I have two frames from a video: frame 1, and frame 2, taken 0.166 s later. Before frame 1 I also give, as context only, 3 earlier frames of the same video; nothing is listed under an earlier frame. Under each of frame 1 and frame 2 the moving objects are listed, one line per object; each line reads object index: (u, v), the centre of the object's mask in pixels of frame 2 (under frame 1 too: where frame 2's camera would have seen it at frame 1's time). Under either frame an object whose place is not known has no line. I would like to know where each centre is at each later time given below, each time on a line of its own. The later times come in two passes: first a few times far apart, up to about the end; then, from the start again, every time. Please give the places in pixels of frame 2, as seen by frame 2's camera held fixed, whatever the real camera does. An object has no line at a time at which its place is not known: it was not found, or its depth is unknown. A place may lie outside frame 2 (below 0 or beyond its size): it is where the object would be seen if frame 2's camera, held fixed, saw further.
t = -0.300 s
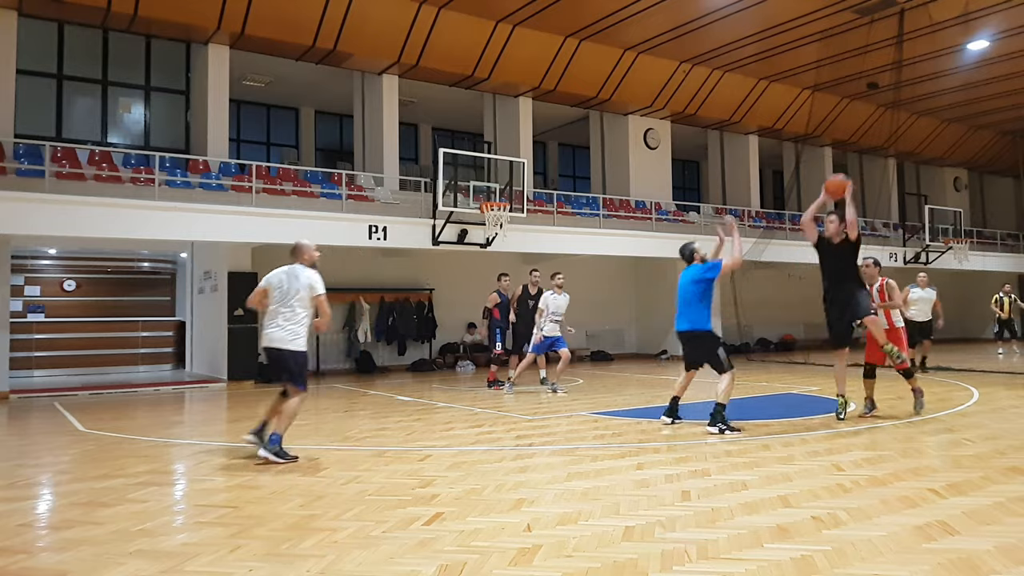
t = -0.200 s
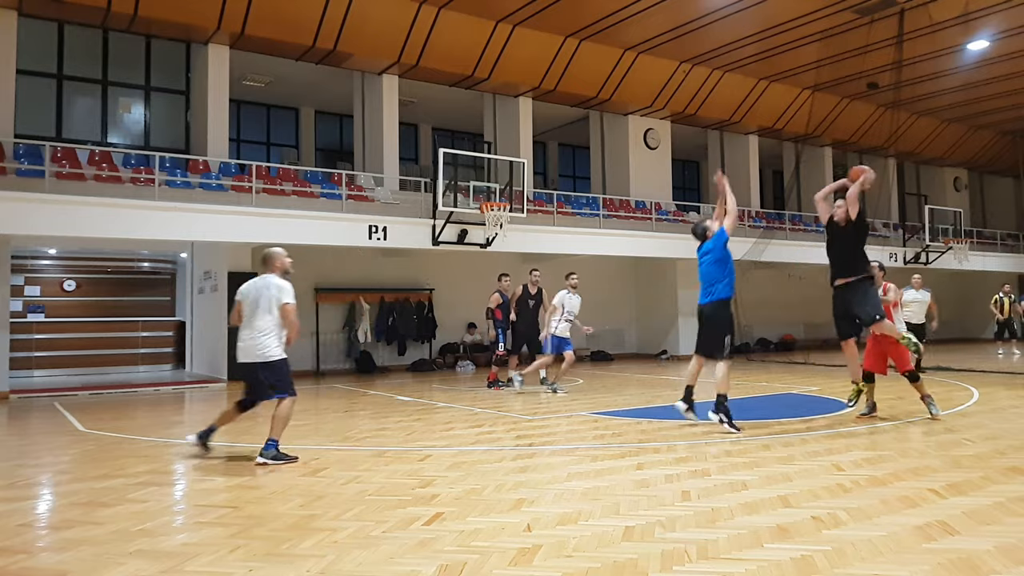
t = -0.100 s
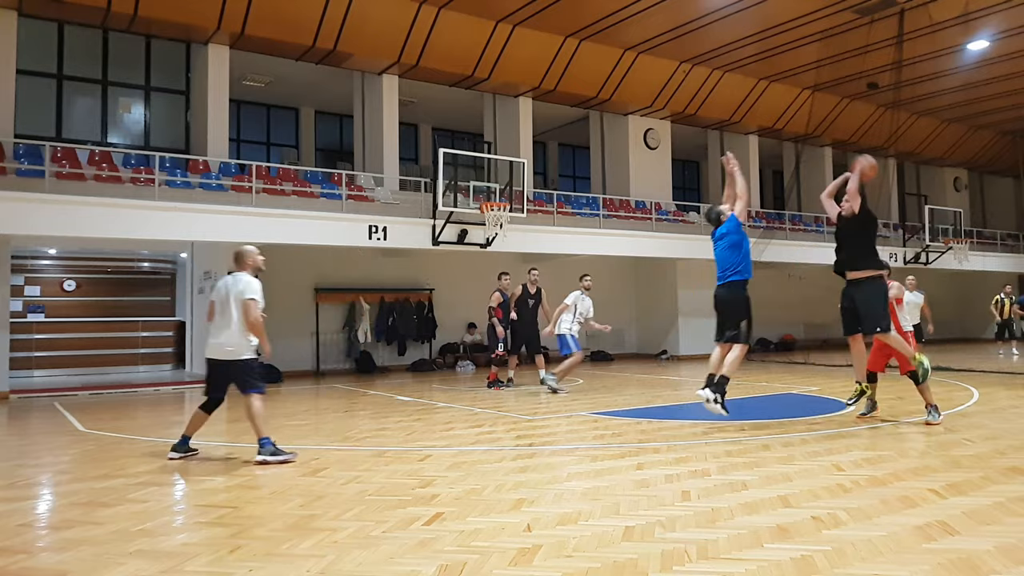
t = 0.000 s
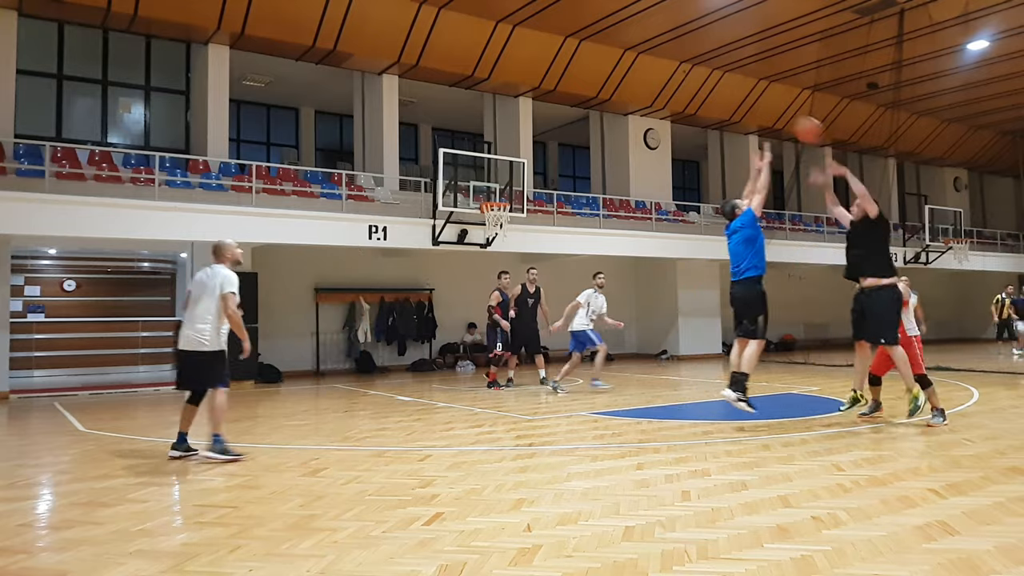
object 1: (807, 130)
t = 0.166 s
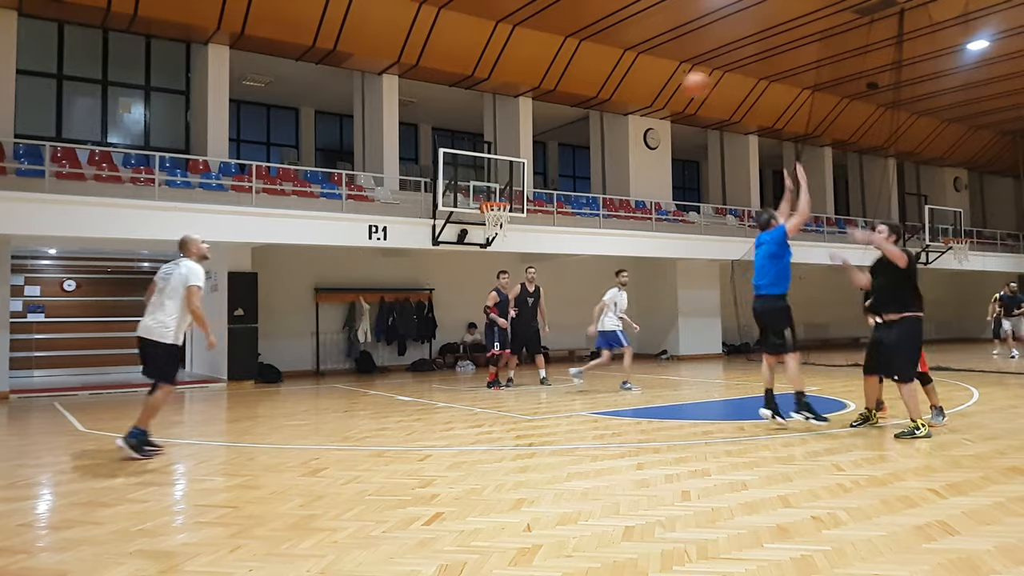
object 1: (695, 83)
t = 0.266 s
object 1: (629, 68)
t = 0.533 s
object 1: (450, 78)
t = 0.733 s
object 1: (311, 132)
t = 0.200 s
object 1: (672, 77)
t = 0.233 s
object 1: (650, 69)
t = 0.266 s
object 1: (629, 68)
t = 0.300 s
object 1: (606, 66)
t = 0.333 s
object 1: (584, 65)
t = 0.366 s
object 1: (562, 64)
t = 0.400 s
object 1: (540, 64)
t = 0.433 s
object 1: (518, 65)
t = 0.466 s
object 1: (496, 69)
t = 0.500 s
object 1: (473, 73)
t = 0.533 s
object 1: (450, 78)
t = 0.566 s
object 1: (427, 84)
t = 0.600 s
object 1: (405, 90)
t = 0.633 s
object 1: (381, 99)
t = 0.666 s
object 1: (358, 109)
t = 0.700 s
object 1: (335, 120)
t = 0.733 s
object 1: (311, 132)
